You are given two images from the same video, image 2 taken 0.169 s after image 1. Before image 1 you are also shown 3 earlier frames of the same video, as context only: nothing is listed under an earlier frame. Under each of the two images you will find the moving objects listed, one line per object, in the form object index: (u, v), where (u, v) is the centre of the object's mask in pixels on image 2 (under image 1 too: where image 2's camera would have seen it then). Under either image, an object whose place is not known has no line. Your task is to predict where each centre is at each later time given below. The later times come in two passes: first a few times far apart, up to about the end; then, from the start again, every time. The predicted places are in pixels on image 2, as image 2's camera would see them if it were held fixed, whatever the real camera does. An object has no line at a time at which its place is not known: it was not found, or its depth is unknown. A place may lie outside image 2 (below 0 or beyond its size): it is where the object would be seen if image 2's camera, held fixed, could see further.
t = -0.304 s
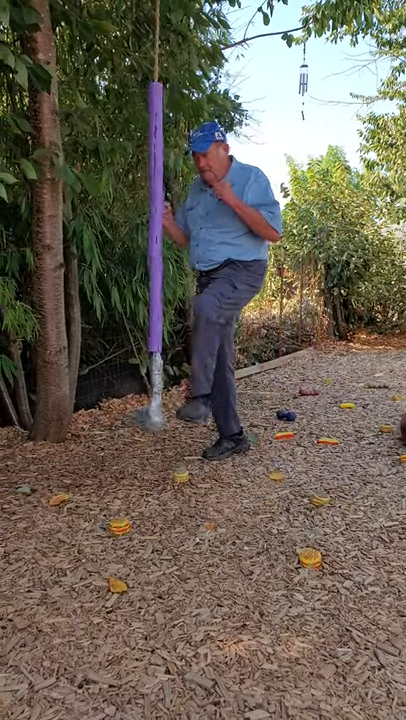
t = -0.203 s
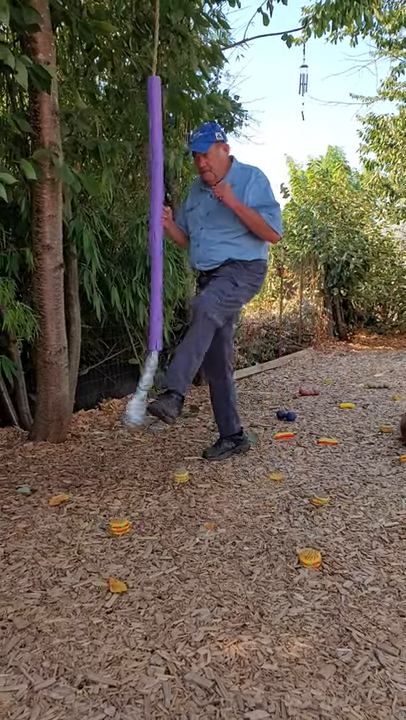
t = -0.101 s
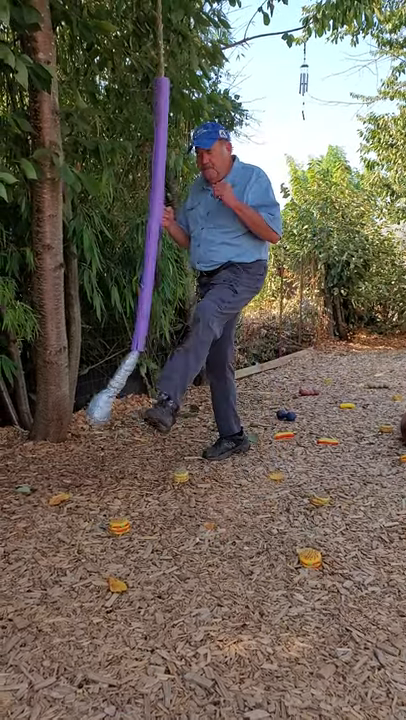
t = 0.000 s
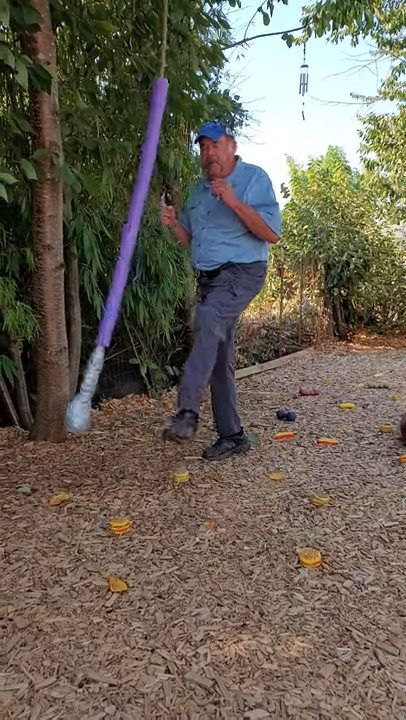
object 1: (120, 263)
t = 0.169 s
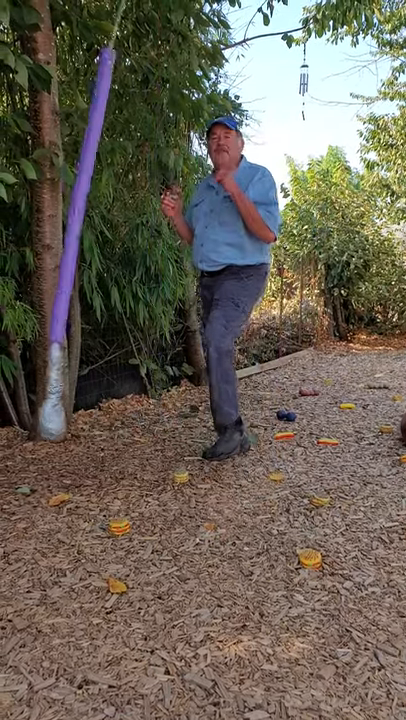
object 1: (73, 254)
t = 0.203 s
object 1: (67, 246)
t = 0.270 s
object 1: (62, 245)
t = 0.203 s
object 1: (67, 246)
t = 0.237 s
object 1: (63, 246)
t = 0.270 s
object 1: (62, 245)
